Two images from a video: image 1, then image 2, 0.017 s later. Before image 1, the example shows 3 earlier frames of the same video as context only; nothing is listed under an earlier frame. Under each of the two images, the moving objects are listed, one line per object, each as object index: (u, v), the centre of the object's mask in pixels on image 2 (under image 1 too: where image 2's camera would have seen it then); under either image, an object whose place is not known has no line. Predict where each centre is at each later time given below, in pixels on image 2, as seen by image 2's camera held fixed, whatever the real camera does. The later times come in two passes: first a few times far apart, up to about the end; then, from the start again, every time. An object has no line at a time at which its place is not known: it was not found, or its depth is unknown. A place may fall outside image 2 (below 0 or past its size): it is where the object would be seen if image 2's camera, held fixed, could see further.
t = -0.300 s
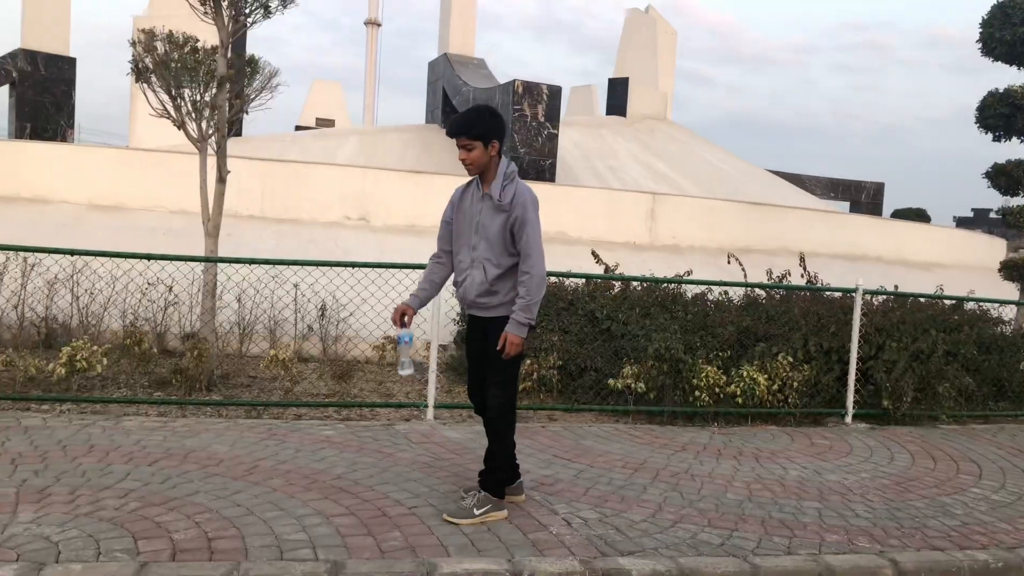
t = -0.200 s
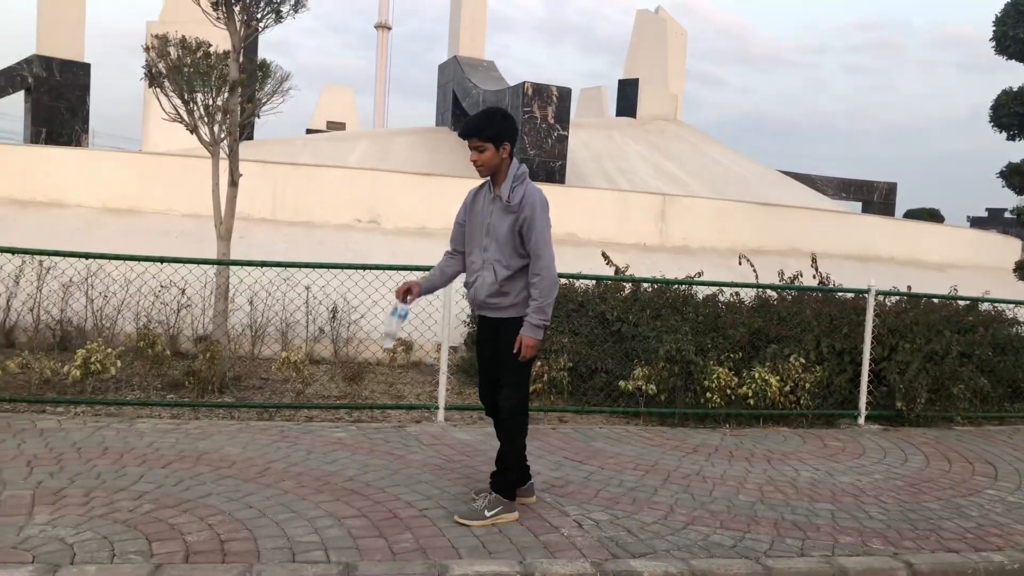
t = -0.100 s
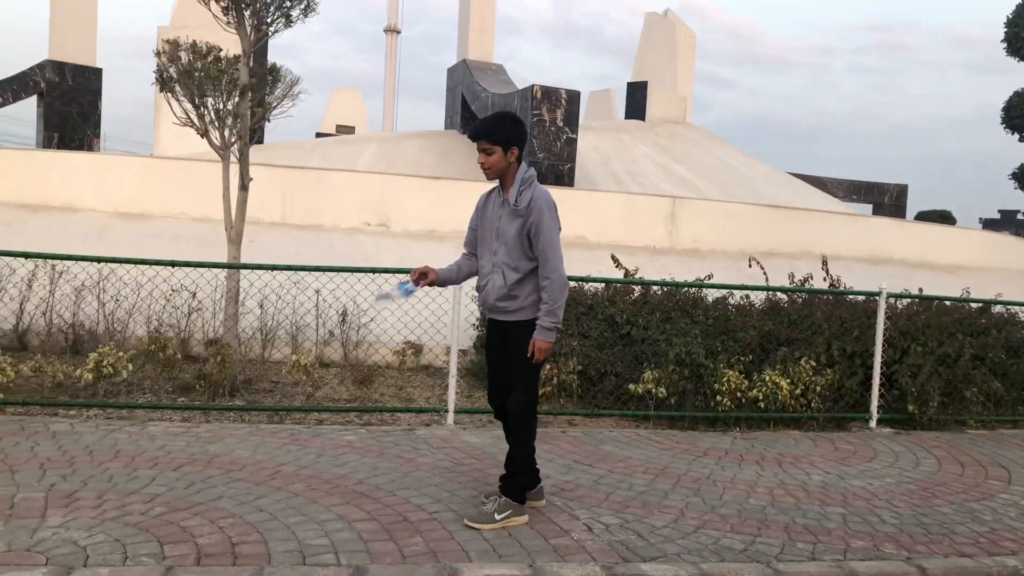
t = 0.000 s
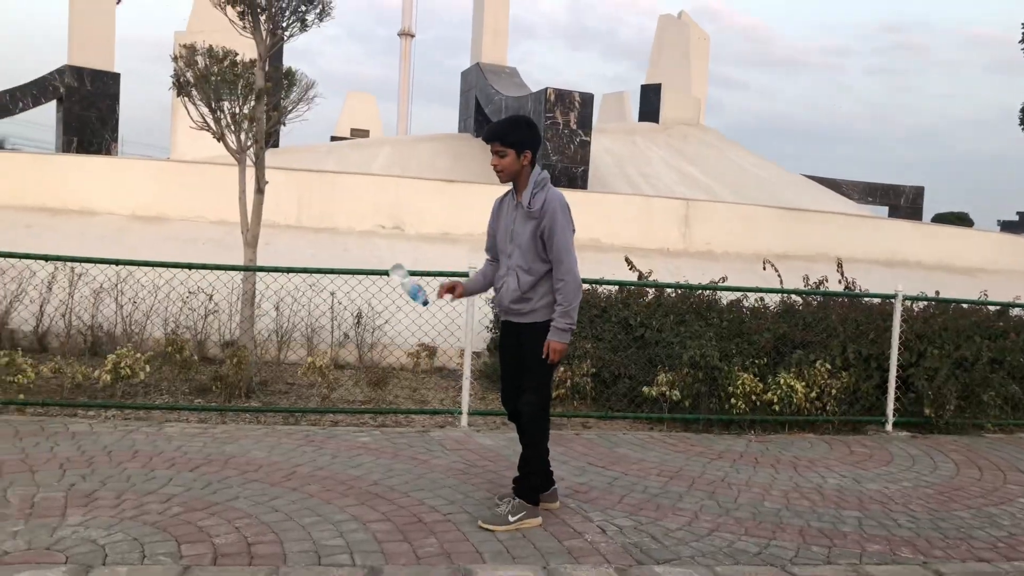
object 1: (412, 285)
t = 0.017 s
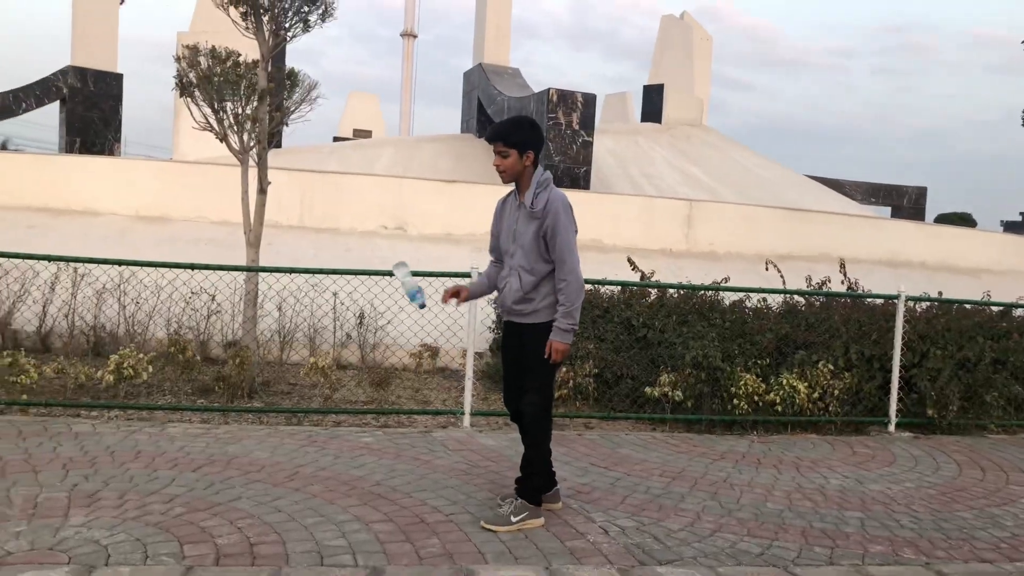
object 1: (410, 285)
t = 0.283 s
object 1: (395, 319)
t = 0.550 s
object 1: (401, 496)
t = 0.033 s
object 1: (407, 284)
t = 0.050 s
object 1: (405, 285)
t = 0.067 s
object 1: (403, 284)
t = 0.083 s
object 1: (401, 284)
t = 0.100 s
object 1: (399, 284)
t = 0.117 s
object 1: (397, 284)
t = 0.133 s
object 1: (396, 285)
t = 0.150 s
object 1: (394, 286)
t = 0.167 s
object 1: (393, 288)
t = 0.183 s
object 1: (394, 290)
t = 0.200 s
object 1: (394, 293)
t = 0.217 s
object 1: (394, 297)
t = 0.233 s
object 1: (394, 302)
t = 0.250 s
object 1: (395, 307)
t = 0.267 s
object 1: (396, 313)
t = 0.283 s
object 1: (395, 319)
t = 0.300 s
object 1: (395, 326)
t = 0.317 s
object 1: (397, 336)
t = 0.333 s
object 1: (398, 346)
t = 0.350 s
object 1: (400, 357)
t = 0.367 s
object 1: (400, 369)
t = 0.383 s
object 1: (400, 380)
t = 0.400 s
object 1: (401, 394)
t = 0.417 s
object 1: (402, 407)
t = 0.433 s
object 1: (401, 420)
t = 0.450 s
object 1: (401, 436)
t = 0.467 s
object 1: (401, 453)
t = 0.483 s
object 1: (401, 466)
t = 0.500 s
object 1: (401, 485)
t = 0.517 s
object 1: (400, 497)
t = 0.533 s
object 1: (401, 496)
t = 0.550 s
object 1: (401, 496)
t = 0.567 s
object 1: (402, 496)
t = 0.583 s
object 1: (402, 496)
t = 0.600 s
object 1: (403, 496)
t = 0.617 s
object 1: (403, 496)
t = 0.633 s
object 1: (404, 496)
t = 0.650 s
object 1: (404, 496)
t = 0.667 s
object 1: (405, 496)
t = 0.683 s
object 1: (405, 497)
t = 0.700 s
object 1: (405, 497)
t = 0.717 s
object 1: (406, 497)
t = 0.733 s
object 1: (406, 497)
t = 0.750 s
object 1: (406, 497)
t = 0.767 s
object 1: (406, 497)
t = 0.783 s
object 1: (406, 497)
